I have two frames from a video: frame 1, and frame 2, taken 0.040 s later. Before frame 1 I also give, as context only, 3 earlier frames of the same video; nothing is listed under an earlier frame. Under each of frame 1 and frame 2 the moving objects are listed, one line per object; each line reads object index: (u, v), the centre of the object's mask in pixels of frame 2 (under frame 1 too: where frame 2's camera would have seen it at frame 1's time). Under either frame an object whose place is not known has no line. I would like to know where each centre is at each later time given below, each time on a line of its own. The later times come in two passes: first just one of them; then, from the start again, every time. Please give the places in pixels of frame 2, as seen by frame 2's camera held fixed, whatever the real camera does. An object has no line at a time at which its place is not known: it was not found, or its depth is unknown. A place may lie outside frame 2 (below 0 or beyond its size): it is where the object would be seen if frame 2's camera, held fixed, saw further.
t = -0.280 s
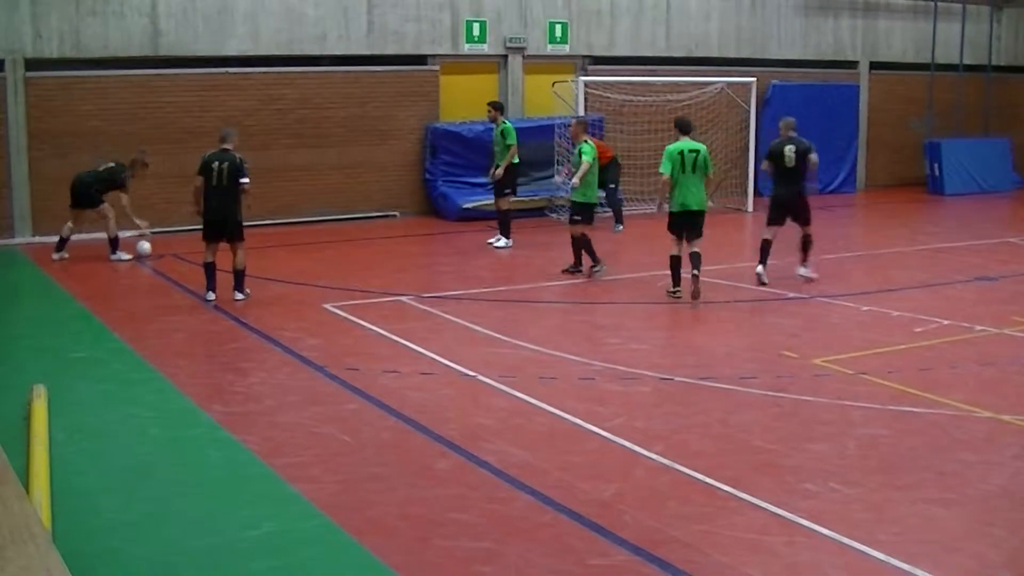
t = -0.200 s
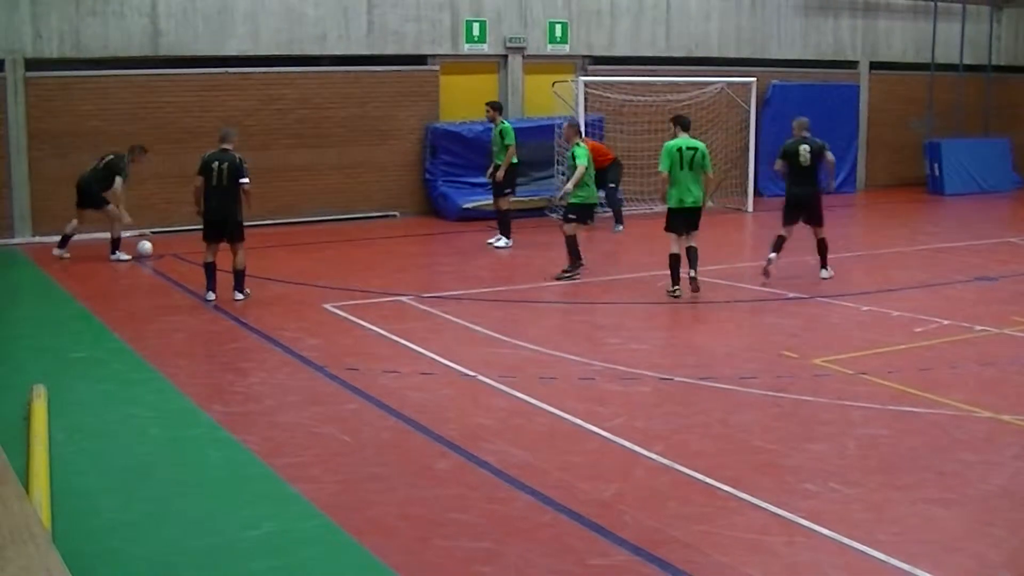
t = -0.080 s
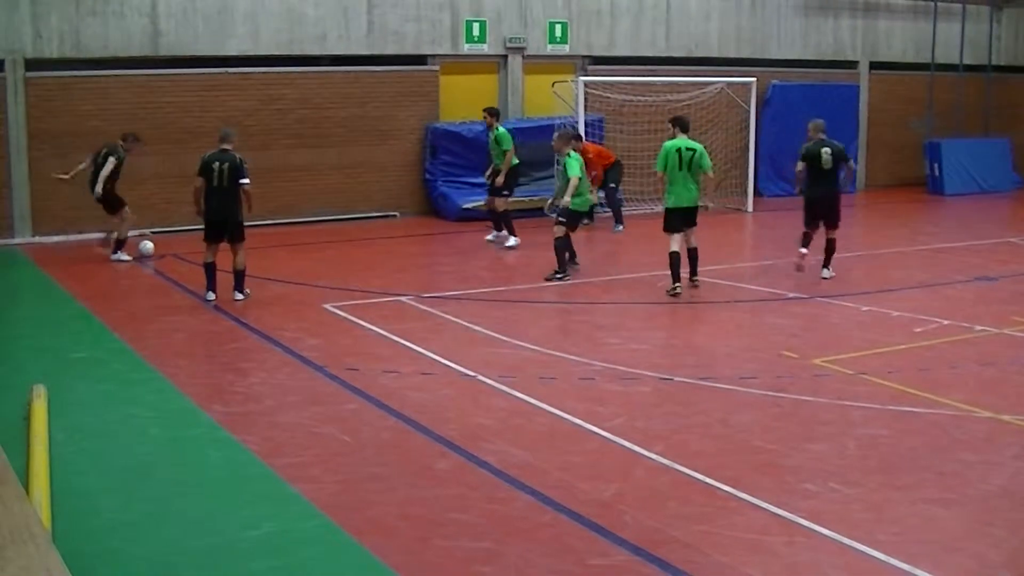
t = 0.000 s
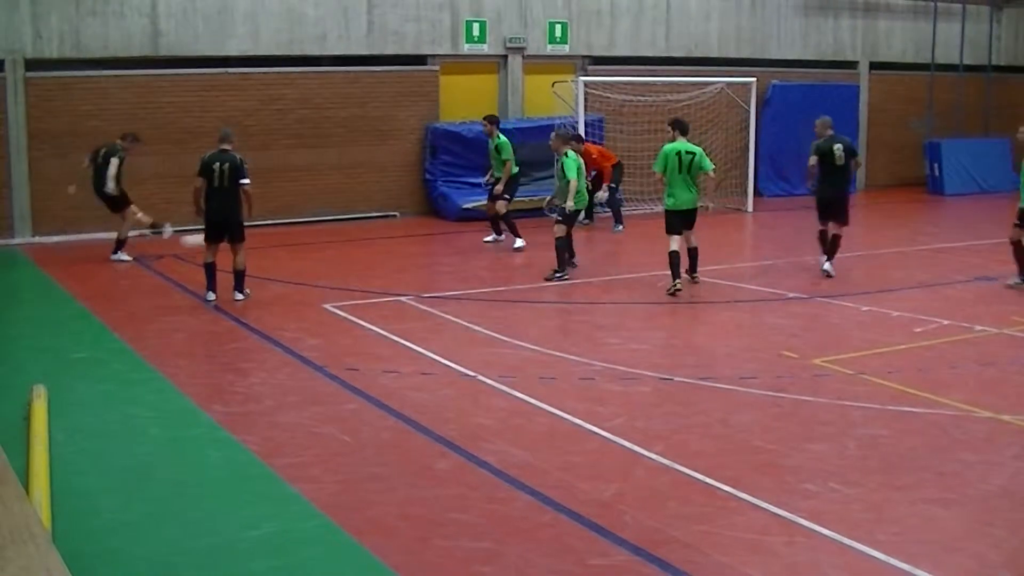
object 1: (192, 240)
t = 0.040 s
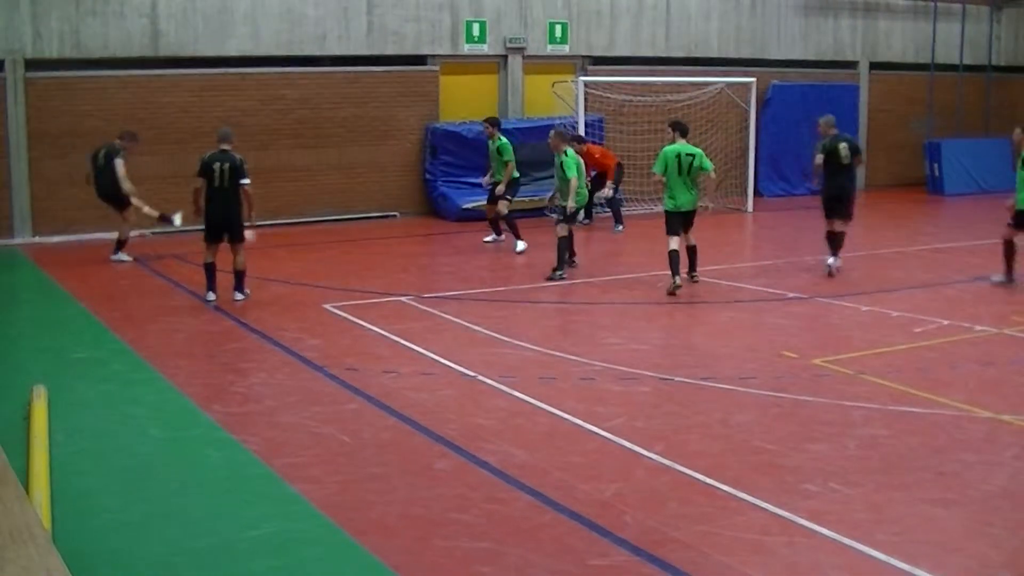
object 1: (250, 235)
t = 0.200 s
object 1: (420, 234)
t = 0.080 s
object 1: (285, 233)
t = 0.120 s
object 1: (331, 232)
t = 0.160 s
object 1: (375, 232)
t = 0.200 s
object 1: (420, 234)
